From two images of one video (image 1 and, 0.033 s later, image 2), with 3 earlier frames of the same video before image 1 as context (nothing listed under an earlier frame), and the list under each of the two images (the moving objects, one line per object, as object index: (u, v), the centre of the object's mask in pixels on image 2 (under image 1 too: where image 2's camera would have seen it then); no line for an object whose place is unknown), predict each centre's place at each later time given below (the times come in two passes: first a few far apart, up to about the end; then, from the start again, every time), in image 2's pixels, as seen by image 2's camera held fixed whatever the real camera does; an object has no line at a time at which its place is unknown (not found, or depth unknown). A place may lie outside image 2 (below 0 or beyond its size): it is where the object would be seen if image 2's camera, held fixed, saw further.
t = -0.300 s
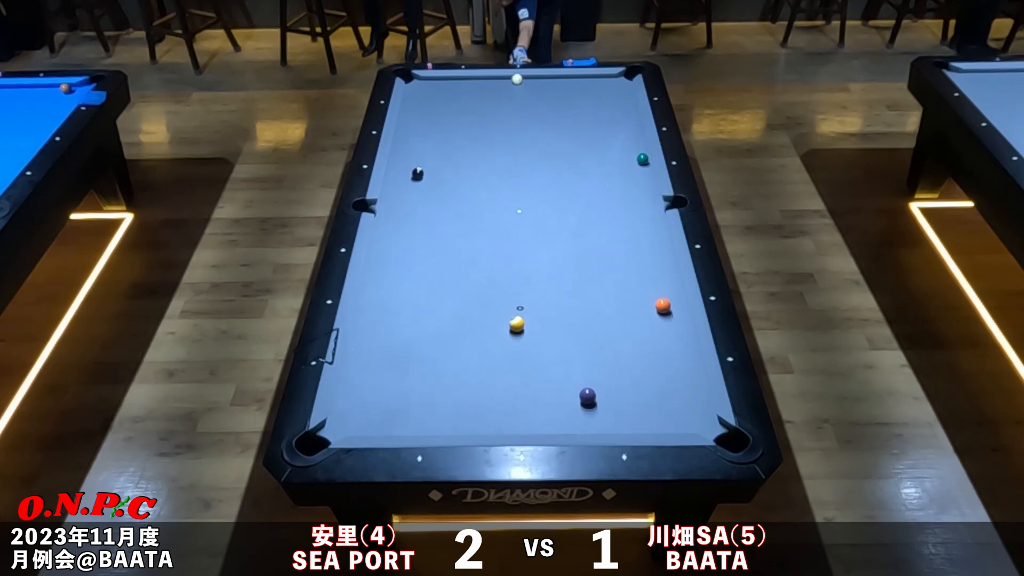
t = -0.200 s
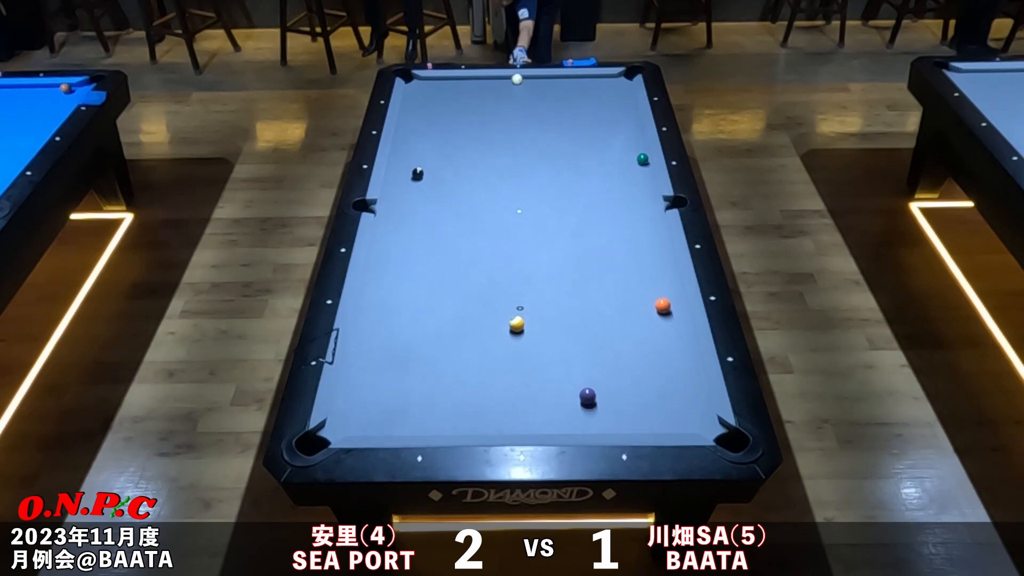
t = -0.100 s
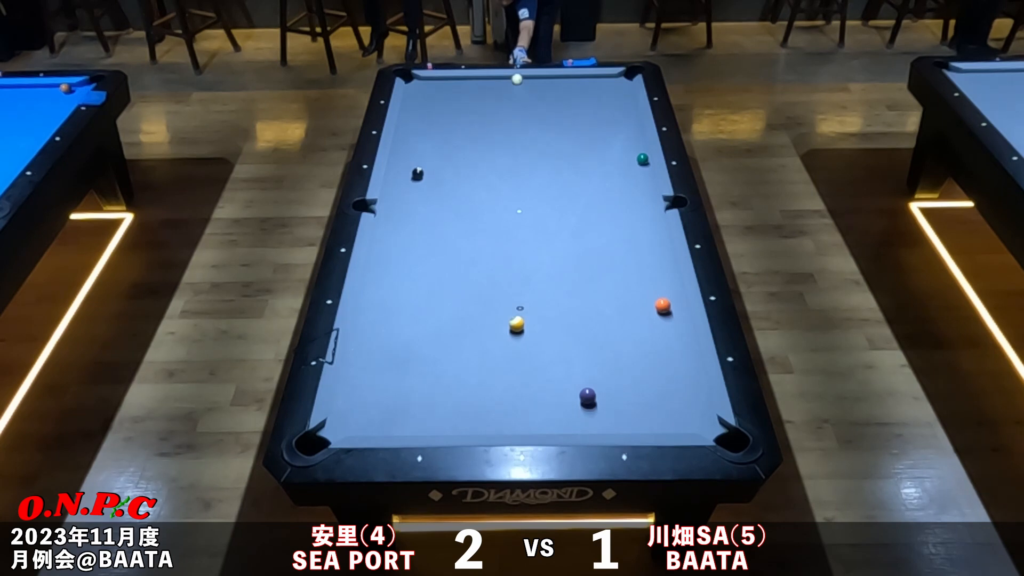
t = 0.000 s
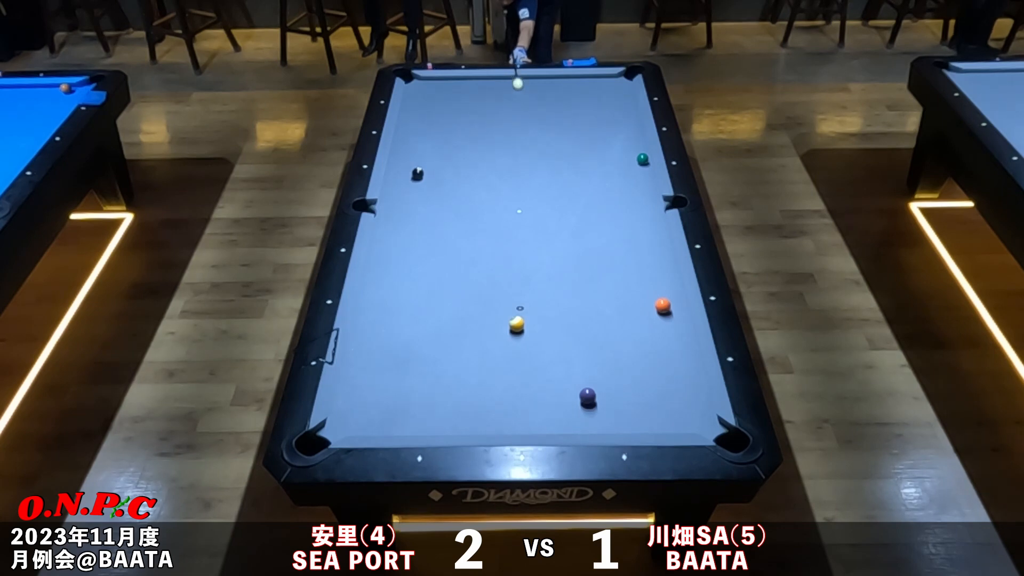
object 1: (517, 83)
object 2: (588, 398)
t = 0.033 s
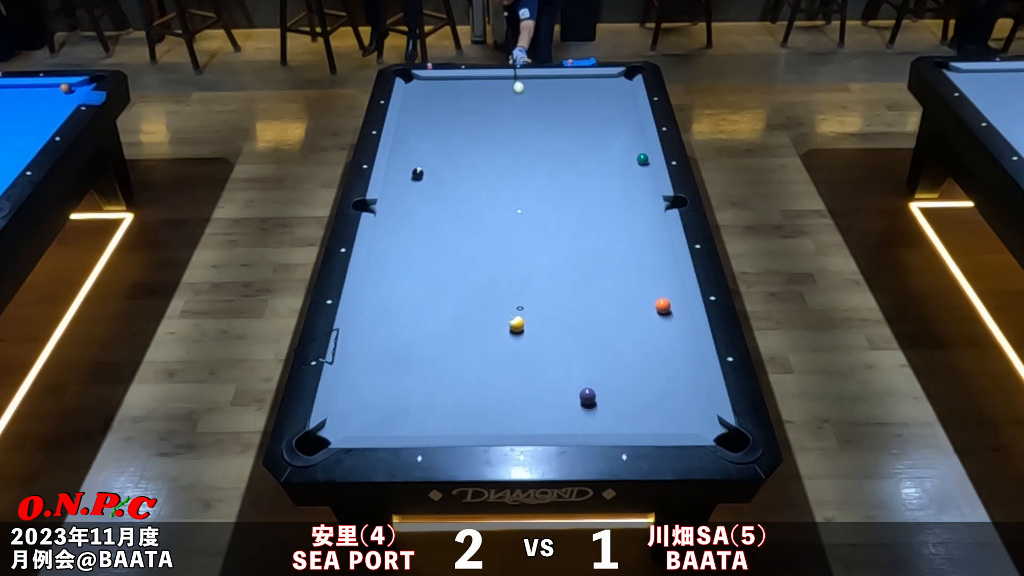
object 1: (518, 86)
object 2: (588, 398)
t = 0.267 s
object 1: (523, 113)
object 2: (588, 398)
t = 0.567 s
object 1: (531, 149)
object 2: (588, 398)
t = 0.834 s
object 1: (538, 186)
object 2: (588, 398)
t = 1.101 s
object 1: (546, 226)
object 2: (588, 398)
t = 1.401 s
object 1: (556, 277)
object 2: (588, 398)
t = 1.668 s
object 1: (567, 328)
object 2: (588, 398)
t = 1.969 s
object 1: (574, 388)
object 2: (592, 403)
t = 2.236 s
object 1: (555, 413)
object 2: (618, 425)
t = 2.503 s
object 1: (537, 424)
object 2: (628, 409)
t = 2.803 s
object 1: (523, 411)
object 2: (637, 391)
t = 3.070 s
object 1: (512, 399)
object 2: (644, 377)
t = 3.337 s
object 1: (502, 389)
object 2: (650, 365)
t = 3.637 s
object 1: (493, 379)
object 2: (656, 353)
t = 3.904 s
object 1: (486, 373)
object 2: (661, 344)
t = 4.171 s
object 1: (479, 367)
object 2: (664, 336)
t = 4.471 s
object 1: (474, 362)
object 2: (668, 329)
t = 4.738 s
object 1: (470, 359)
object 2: (671, 324)
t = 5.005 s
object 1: (467, 358)
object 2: (674, 321)
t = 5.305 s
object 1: (466, 357)
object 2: (675, 318)
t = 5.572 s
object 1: (465, 357)
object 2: (675, 316)
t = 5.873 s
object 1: (465, 357)
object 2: (675, 315)
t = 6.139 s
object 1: (465, 357)
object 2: (675, 315)
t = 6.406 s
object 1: (465, 357)
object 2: (675, 315)
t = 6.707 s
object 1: (465, 357)
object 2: (675, 315)
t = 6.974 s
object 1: (465, 357)
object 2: (675, 315)
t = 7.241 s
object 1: (465, 357)
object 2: (675, 315)
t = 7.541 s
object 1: (465, 357)
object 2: (675, 315)
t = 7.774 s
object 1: (465, 357)
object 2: (675, 315)
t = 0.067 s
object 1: (519, 90)
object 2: (588, 398)
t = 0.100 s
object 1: (519, 93)
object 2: (588, 398)
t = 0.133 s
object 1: (520, 97)
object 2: (588, 398)
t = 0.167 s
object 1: (521, 101)
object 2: (588, 398)
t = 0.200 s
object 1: (522, 104)
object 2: (588, 398)
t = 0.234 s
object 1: (523, 109)
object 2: (588, 398)
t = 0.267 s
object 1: (523, 113)
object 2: (588, 398)
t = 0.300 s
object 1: (524, 116)
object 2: (588, 398)
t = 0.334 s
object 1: (525, 120)
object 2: (588, 398)
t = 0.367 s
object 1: (526, 124)
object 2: (588, 398)
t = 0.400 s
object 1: (527, 129)
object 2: (588, 398)
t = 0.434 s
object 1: (527, 132)
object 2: (588, 398)
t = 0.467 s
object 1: (528, 136)
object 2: (588, 398)
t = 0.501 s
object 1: (529, 141)
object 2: (588, 398)
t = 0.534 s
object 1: (530, 145)
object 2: (588, 398)
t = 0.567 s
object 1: (531, 149)
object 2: (588, 398)
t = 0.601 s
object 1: (532, 154)
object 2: (588, 398)
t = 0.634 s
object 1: (533, 158)
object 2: (588, 398)
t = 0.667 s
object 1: (533, 162)
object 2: (588, 398)
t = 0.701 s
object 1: (534, 167)
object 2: (588, 398)
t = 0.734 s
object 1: (535, 172)
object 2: (588, 398)
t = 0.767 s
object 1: (536, 176)
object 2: (588, 398)
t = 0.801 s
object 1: (537, 181)
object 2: (588, 398)
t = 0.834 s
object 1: (538, 186)
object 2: (588, 398)
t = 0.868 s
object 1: (539, 190)
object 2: (588, 398)
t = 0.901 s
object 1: (540, 196)
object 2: (588, 398)
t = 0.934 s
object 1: (541, 201)
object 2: (588, 398)
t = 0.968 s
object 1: (542, 206)
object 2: (588, 398)
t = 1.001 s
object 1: (543, 211)
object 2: (588, 398)
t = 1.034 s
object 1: (544, 215)
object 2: (588, 398)
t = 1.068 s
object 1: (545, 221)
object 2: (588, 398)
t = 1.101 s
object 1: (546, 226)
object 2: (588, 398)
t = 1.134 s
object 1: (547, 231)
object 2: (588, 398)
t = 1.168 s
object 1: (548, 237)
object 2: (588, 398)
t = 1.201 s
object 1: (549, 242)
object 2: (588, 398)
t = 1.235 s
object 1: (550, 248)
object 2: (588, 398)
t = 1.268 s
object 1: (552, 254)
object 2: (588, 398)
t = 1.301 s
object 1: (553, 259)
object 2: (588, 398)
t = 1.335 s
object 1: (554, 265)
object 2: (588, 398)
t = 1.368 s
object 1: (555, 271)
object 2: (588, 398)
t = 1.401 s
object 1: (556, 277)
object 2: (588, 398)
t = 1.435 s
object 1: (557, 283)
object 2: (588, 398)
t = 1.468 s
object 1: (559, 290)
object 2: (588, 398)
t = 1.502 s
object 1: (560, 296)
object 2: (588, 398)
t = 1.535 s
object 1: (561, 302)
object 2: (588, 398)
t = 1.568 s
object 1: (563, 308)
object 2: (588, 398)
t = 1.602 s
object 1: (564, 315)
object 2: (588, 398)
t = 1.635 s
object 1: (565, 321)
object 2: (588, 398)
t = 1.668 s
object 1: (567, 328)
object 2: (588, 398)
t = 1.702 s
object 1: (568, 335)
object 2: (588, 398)
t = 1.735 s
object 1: (569, 341)
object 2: (588, 398)
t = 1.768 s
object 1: (571, 348)
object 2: (588, 398)
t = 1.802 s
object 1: (572, 356)
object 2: (588, 398)
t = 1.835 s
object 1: (573, 364)
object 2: (588, 398)
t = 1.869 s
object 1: (575, 371)
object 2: (588, 398)
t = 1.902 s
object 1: (576, 377)
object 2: (588, 398)
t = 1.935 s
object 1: (576, 384)
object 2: (588, 398)
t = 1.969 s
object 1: (574, 388)
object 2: (592, 403)
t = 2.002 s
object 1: (572, 391)
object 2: (597, 408)
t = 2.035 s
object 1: (569, 394)
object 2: (601, 413)
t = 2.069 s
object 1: (567, 397)
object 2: (604, 417)
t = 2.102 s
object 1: (565, 400)
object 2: (607, 421)
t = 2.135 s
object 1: (562, 403)
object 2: (611, 424)
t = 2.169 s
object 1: (560, 406)
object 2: (614, 426)
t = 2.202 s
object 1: (558, 410)
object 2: (616, 426)
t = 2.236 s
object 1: (555, 413)
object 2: (618, 425)
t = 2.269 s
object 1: (553, 416)
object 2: (619, 424)
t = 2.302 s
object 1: (550, 419)
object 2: (620, 422)
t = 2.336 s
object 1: (548, 422)
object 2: (622, 420)
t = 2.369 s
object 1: (545, 424)
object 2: (623, 418)
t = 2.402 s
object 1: (543, 426)
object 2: (624, 416)
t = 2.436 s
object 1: (541, 426)
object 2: (625, 413)
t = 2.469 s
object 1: (539, 425)
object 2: (627, 411)
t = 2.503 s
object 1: (537, 424)
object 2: (628, 409)
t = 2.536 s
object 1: (535, 423)
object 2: (629, 407)
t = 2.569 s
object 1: (534, 422)
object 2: (630, 405)
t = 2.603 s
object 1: (532, 421)
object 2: (631, 403)
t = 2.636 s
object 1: (531, 419)
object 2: (632, 401)
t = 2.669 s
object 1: (529, 417)
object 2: (633, 399)
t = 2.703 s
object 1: (527, 415)
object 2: (634, 397)
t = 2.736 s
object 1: (526, 414)
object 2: (635, 395)
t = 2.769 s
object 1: (524, 412)
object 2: (636, 393)
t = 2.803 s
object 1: (523, 411)
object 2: (637, 391)
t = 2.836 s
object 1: (521, 409)
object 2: (638, 389)
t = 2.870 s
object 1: (520, 407)
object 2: (639, 387)
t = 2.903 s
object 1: (519, 406)
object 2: (640, 386)
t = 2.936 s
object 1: (517, 405)
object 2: (641, 384)
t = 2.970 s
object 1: (516, 403)
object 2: (642, 382)
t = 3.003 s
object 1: (515, 402)
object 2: (642, 380)
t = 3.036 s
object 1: (513, 400)
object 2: (643, 379)
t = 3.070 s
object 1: (512, 399)
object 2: (644, 377)
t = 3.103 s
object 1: (511, 397)
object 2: (645, 375)
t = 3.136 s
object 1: (509, 396)
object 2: (646, 374)
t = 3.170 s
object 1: (508, 395)
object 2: (647, 372)
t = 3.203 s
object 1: (507, 393)
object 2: (647, 371)
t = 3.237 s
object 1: (506, 392)
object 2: (648, 369)
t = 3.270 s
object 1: (505, 391)
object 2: (649, 368)
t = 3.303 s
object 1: (503, 390)
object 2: (650, 366)
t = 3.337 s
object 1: (502, 389)
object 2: (650, 365)
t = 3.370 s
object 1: (501, 388)
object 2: (651, 363)
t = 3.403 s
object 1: (500, 386)
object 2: (652, 362)
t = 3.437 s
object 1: (499, 385)
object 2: (652, 360)
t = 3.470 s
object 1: (498, 384)
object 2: (653, 359)
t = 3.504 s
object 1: (497, 383)
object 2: (654, 358)
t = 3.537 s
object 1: (496, 382)
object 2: (654, 356)
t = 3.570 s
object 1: (495, 381)
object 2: (655, 355)
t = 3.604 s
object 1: (494, 380)
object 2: (656, 354)
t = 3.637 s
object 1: (493, 379)
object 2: (656, 353)
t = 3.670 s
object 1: (492, 378)
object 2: (657, 352)
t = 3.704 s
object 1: (491, 377)
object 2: (657, 351)
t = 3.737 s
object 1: (490, 377)
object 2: (658, 349)
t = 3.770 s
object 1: (489, 376)
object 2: (659, 348)
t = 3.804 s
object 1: (488, 375)
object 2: (659, 347)
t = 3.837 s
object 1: (487, 374)
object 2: (660, 346)
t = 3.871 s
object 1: (487, 373)
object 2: (660, 345)
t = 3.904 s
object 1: (486, 373)
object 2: (661, 344)
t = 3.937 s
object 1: (485, 372)
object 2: (661, 343)
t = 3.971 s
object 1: (484, 371)
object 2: (662, 342)
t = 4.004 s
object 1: (483, 370)
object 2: (662, 341)
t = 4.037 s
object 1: (482, 370)
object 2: (663, 340)
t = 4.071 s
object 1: (482, 369)
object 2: (663, 339)
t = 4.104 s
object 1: (481, 368)
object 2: (664, 338)
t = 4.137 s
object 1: (480, 368)
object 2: (664, 337)
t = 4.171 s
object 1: (479, 367)
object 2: (664, 336)
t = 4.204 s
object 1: (479, 367)
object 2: (665, 335)
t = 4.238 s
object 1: (478, 366)
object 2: (665, 334)
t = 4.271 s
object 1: (477, 365)
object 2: (666, 333)
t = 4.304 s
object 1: (477, 365)
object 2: (666, 333)
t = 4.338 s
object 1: (476, 364)
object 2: (667, 332)
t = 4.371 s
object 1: (476, 364)
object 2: (667, 331)
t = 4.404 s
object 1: (475, 363)
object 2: (668, 330)
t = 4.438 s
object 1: (474, 363)
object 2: (668, 330)
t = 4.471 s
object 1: (474, 362)
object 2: (668, 329)
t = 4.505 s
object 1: (473, 362)
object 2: (669, 329)
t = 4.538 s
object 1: (472, 362)
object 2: (669, 328)
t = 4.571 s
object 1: (472, 361)
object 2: (670, 327)
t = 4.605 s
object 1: (472, 361)
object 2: (670, 327)
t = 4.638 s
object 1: (471, 360)
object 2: (670, 326)
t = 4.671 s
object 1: (471, 360)
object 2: (671, 325)
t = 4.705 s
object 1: (470, 360)
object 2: (671, 325)
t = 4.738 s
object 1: (470, 359)
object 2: (671, 324)
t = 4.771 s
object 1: (469, 359)
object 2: (672, 324)
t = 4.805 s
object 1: (469, 359)
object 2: (672, 323)
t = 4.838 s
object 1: (469, 359)
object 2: (672, 322)
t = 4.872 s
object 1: (469, 358)
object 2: (673, 322)
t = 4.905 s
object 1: (468, 358)
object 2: (673, 322)
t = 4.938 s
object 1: (468, 358)
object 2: (673, 321)
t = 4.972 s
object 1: (468, 358)
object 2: (674, 321)
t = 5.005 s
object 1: (467, 358)
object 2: (674, 321)
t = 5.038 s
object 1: (467, 357)
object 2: (674, 320)
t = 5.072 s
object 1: (467, 357)
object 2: (674, 320)
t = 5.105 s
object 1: (467, 357)
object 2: (674, 319)
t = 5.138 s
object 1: (467, 357)
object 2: (674, 319)
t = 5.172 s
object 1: (466, 357)
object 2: (675, 319)
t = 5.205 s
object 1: (466, 357)
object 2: (675, 318)
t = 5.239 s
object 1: (466, 357)
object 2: (675, 318)
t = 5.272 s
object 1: (466, 357)
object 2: (675, 318)
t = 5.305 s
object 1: (466, 357)
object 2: (675, 318)
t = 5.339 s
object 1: (466, 357)
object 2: (675, 317)
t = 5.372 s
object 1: (466, 357)
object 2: (675, 317)
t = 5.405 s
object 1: (466, 357)
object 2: (675, 317)
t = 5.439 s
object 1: (465, 357)
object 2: (675, 317)
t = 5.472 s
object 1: (465, 357)
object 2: (675, 316)
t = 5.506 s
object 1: (465, 357)
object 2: (675, 316)
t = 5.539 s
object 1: (465, 357)
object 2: (675, 316)
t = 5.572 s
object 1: (465, 357)
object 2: (675, 316)
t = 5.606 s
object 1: (465, 357)
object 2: (675, 316)
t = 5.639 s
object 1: (465, 357)
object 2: (675, 316)
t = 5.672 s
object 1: (465, 357)
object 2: (676, 315)
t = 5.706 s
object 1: (465, 357)
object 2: (676, 315)
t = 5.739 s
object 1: (465, 357)
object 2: (676, 315)
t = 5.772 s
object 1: (465, 357)
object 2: (676, 315)
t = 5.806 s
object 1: (465, 357)
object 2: (676, 315)
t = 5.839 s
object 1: (465, 357)
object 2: (676, 315)
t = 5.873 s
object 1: (465, 357)
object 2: (675, 315)
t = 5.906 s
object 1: (465, 357)
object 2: (676, 315)
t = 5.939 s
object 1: (465, 357)
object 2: (675, 315)
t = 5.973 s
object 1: (465, 357)
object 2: (675, 315)
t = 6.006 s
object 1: (465, 357)
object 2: (675, 315)
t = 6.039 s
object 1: (465, 356)
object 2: (675, 315)
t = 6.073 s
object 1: (465, 357)
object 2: (675, 315)
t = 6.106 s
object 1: (465, 357)
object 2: (675, 315)
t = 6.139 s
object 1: (465, 357)
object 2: (675, 315)
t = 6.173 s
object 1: (465, 357)
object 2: (675, 315)
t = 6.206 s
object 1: (465, 357)
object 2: (675, 315)
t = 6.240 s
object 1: (465, 357)
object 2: (675, 315)
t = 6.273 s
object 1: (465, 357)
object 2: (675, 315)
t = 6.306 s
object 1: (465, 357)
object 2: (675, 315)
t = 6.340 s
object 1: (465, 357)
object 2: (675, 315)
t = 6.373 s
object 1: (465, 357)
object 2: (675, 315)
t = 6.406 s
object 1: (465, 357)
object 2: (675, 315)
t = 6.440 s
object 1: (465, 357)
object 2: (675, 315)
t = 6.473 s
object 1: (465, 357)
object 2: (675, 315)
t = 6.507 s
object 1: (465, 357)
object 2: (675, 315)
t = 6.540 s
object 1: (465, 357)
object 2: (675, 315)
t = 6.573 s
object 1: (465, 357)
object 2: (675, 315)
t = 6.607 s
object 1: (465, 357)
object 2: (675, 315)
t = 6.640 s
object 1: (465, 357)
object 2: (675, 315)
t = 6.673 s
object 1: (465, 357)
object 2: (675, 315)
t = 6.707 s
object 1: (465, 357)
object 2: (675, 315)
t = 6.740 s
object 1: (465, 357)
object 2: (675, 315)
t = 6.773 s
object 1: (465, 357)
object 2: (675, 315)
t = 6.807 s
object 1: (465, 357)
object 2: (675, 315)
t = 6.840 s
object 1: (465, 357)
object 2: (675, 315)
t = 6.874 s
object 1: (465, 358)
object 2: (675, 315)
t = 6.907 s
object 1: (465, 358)
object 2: (675, 315)
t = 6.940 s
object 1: (465, 358)
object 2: (675, 315)
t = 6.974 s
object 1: (465, 357)
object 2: (675, 315)
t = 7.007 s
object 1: (465, 357)
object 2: (675, 315)
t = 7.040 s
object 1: (465, 357)
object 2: (675, 315)
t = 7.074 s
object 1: (465, 357)
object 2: (675, 315)
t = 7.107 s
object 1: (465, 357)
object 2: (675, 315)
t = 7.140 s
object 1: (465, 357)
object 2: (675, 315)
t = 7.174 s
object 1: (465, 357)
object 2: (675, 315)
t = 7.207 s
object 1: (465, 357)
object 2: (675, 315)
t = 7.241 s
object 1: (465, 357)
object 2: (675, 315)
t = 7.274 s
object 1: (465, 357)
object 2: (675, 315)
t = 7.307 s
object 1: (465, 357)
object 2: (675, 315)
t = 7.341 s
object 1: (465, 357)
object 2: (675, 315)
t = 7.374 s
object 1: (465, 357)
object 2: (675, 315)
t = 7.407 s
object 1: (465, 357)
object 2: (675, 315)
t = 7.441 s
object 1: (465, 358)
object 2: (675, 315)
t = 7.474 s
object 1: (465, 358)
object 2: (675, 315)
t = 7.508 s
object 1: (465, 357)
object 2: (675, 315)
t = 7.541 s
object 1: (465, 357)
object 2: (675, 315)
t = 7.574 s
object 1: (465, 357)
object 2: (675, 315)
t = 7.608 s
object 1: (465, 358)
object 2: (675, 315)
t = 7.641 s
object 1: (465, 357)
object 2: (675, 315)
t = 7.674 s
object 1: (465, 357)
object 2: (675, 315)
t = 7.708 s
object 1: (465, 357)
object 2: (675, 315)
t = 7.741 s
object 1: (465, 357)
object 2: (675, 315)
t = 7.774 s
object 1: (465, 357)
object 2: (675, 315)
